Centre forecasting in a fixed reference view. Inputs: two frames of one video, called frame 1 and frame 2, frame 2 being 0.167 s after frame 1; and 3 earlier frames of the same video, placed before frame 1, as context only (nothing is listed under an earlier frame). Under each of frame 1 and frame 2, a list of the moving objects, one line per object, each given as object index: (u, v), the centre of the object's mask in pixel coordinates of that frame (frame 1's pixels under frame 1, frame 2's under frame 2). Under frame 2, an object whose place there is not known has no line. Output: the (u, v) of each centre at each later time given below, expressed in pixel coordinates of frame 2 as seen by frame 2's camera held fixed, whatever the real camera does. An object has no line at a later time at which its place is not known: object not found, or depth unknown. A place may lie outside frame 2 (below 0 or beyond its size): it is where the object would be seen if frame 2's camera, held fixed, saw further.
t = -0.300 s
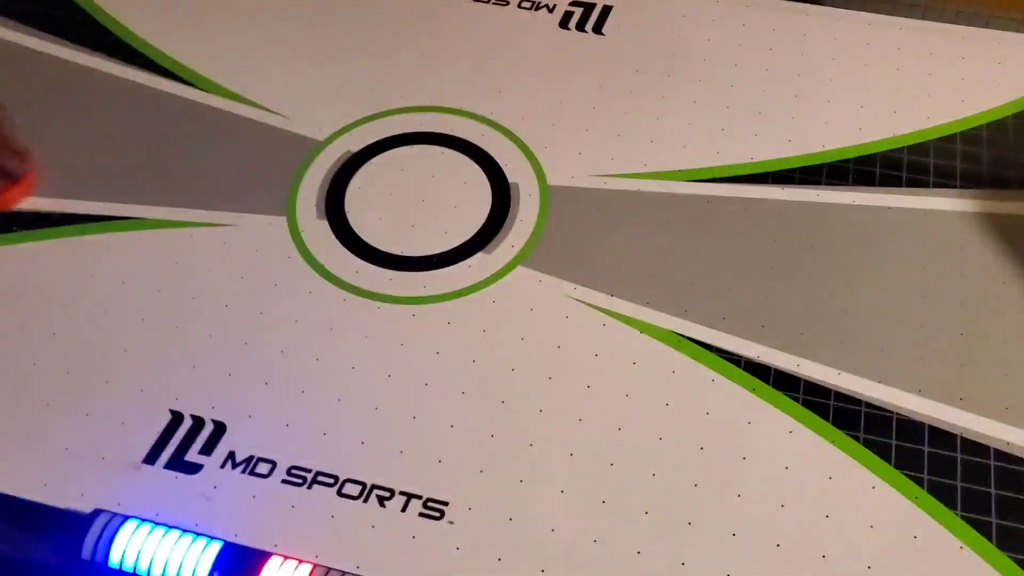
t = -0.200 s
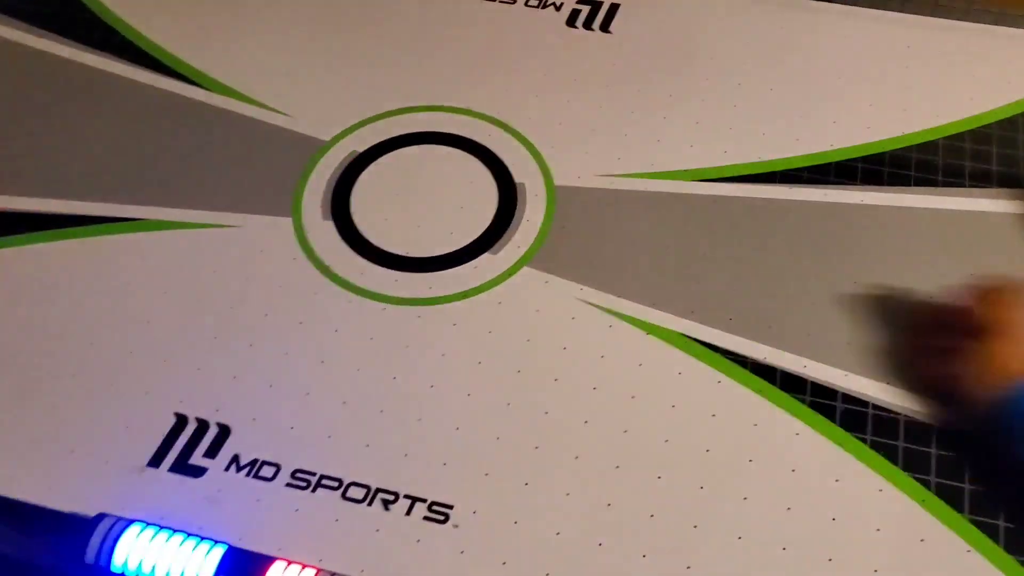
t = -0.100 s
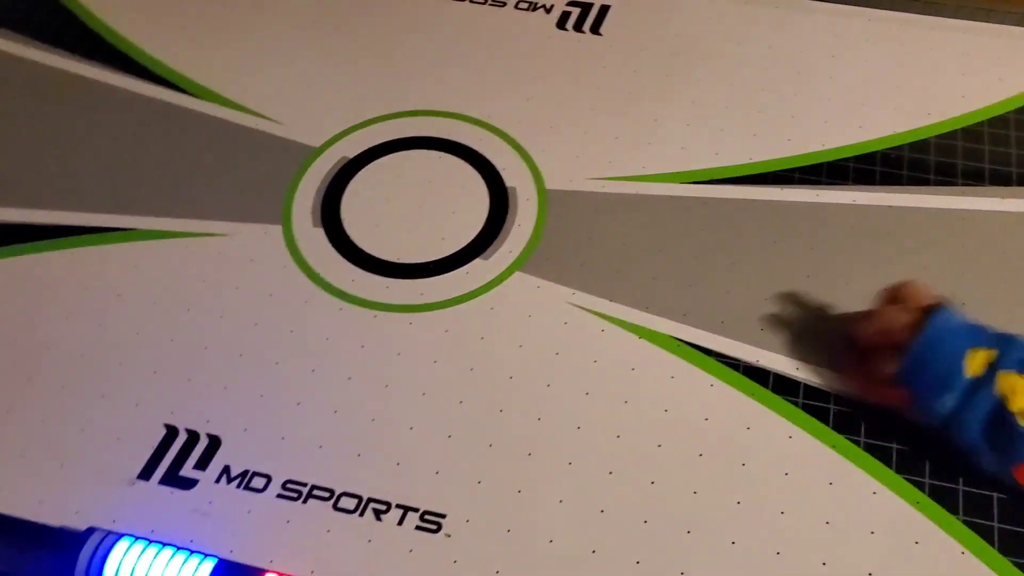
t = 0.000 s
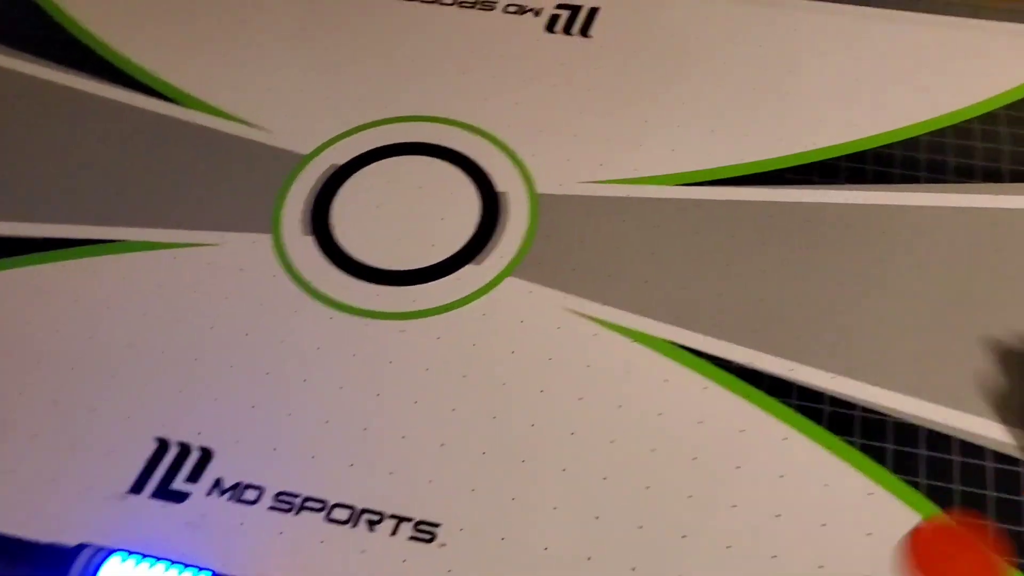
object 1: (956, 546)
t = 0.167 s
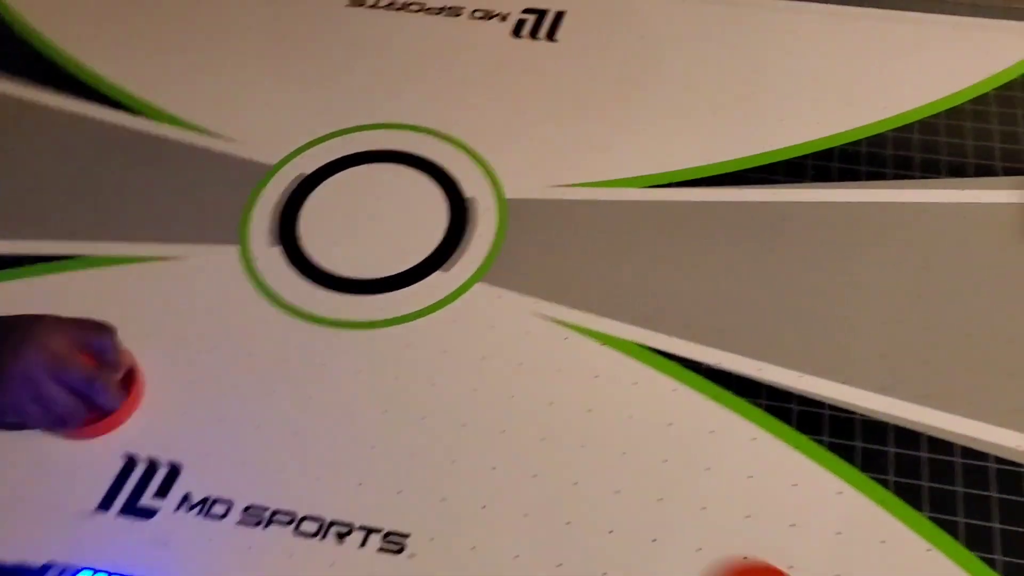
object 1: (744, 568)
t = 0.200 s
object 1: (717, 553)
